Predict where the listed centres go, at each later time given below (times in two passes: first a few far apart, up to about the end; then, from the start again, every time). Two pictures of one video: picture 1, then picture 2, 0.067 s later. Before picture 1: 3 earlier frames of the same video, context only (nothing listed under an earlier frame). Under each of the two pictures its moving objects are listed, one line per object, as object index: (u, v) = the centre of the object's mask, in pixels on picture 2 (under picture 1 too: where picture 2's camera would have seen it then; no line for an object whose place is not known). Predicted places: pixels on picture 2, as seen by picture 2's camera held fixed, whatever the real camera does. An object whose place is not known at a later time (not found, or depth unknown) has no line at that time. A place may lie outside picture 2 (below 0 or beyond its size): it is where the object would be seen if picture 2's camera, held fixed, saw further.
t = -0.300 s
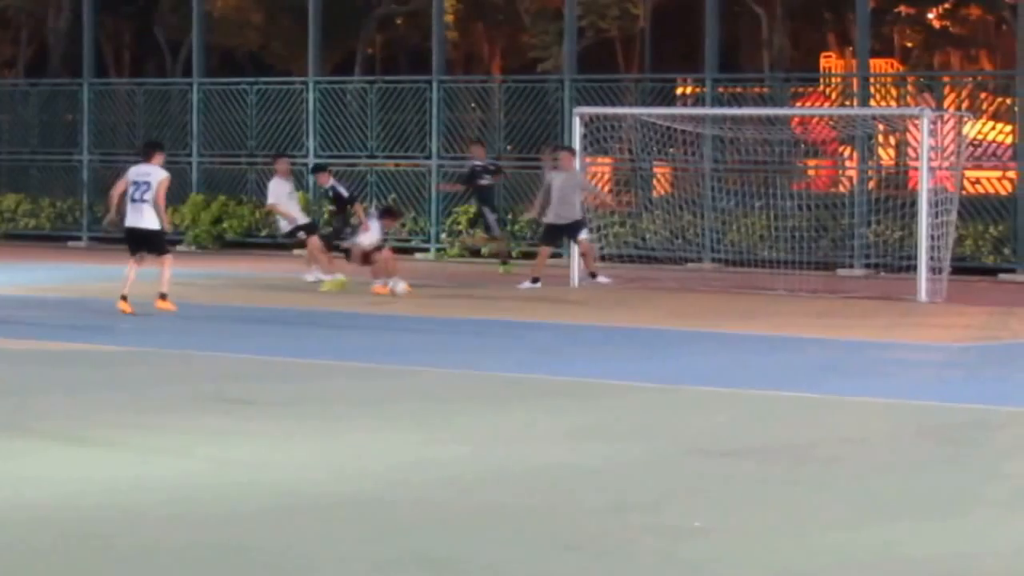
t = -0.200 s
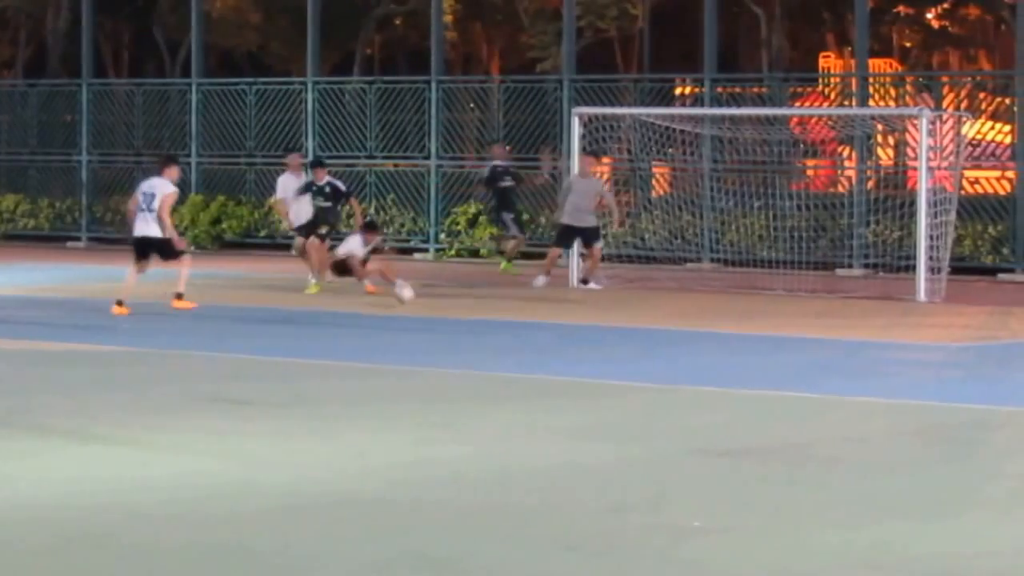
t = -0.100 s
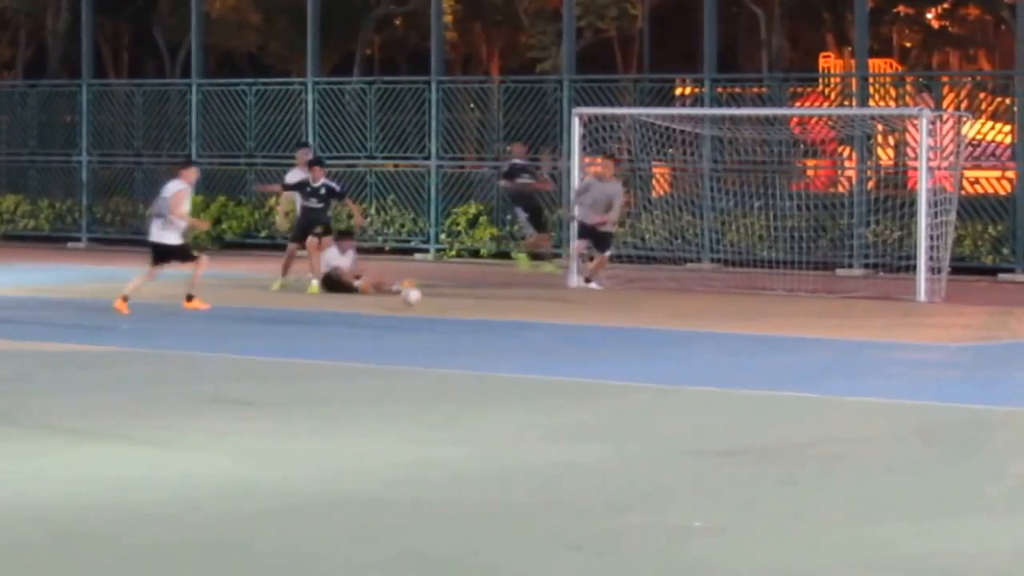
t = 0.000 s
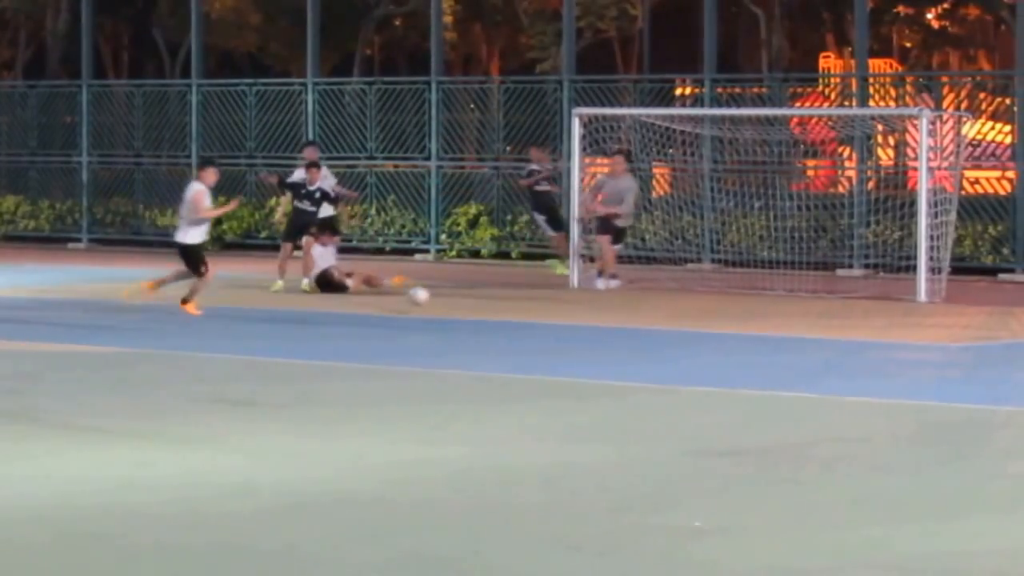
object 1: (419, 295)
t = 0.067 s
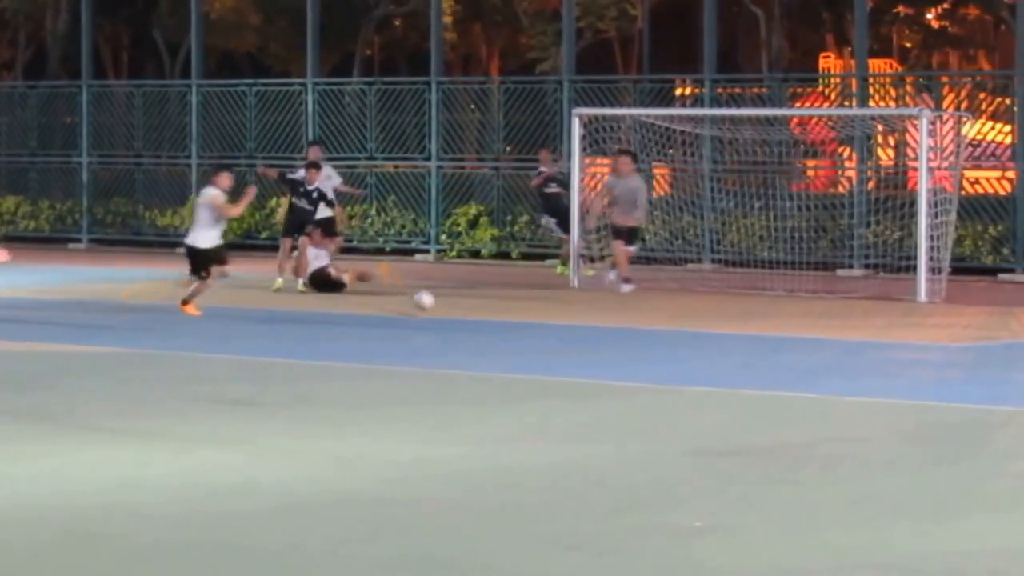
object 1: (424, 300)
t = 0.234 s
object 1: (437, 302)
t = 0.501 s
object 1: (460, 307)
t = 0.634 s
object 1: (472, 318)
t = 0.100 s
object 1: (427, 305)
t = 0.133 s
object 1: (429, 305)
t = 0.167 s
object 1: (432, 303)
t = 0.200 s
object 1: (434, 301)
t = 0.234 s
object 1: (437, 302)
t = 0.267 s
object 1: (440, 302)
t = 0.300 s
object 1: (443, 304)
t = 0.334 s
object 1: (445, 306)
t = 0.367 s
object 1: (449, 311)
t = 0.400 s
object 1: (451, 310)
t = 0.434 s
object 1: (453, 308)
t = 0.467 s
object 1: (457, 307)
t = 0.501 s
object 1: (460, 307)
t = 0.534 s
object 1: (462, 308)
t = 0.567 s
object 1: (466, 310)
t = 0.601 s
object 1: (469, 314)
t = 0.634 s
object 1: (472, 318)
